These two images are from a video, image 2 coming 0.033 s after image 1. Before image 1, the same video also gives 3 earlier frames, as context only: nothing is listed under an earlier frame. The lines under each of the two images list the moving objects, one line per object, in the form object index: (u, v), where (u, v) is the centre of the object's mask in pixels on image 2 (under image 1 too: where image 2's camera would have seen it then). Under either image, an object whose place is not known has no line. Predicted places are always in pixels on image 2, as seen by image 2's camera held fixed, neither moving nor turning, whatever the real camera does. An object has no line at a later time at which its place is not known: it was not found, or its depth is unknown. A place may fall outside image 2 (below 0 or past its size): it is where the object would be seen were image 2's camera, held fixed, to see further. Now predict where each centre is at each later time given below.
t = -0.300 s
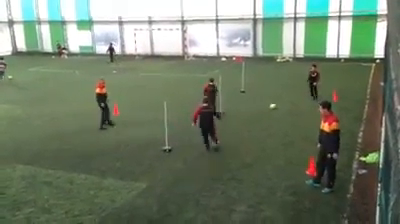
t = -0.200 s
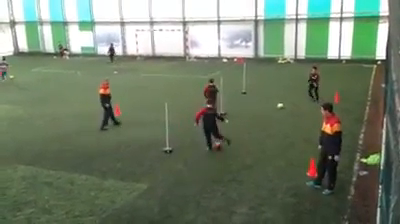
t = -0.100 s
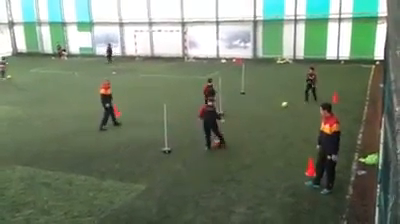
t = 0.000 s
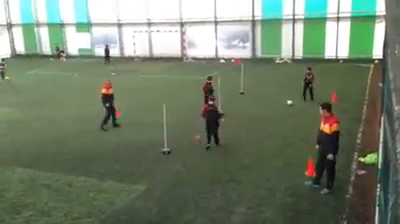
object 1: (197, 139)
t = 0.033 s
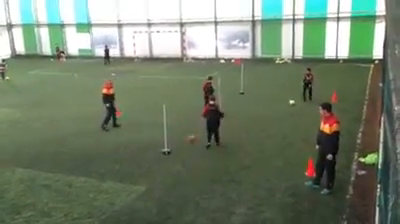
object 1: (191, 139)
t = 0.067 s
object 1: (185, 138)
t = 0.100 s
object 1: (179, 139)
